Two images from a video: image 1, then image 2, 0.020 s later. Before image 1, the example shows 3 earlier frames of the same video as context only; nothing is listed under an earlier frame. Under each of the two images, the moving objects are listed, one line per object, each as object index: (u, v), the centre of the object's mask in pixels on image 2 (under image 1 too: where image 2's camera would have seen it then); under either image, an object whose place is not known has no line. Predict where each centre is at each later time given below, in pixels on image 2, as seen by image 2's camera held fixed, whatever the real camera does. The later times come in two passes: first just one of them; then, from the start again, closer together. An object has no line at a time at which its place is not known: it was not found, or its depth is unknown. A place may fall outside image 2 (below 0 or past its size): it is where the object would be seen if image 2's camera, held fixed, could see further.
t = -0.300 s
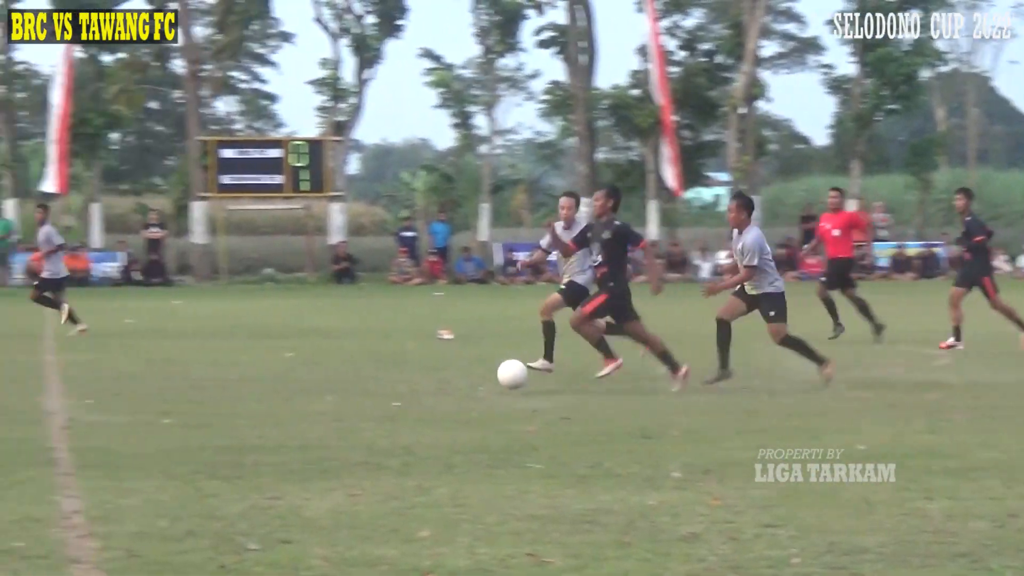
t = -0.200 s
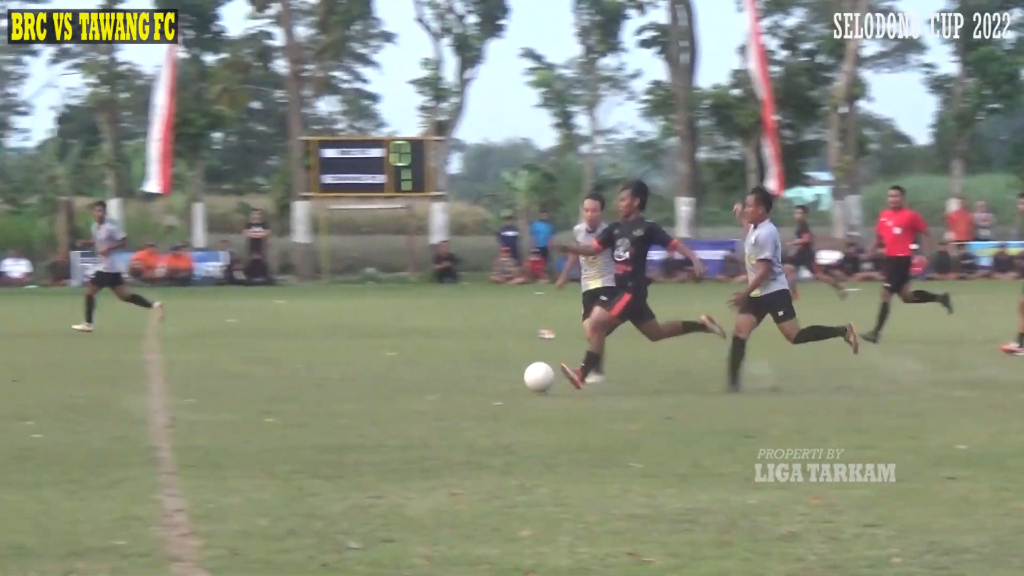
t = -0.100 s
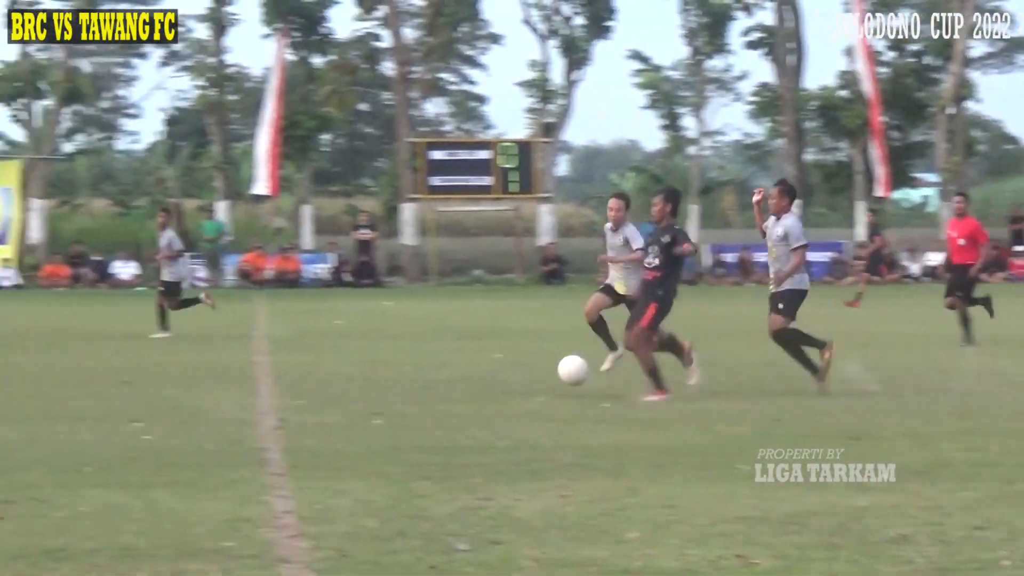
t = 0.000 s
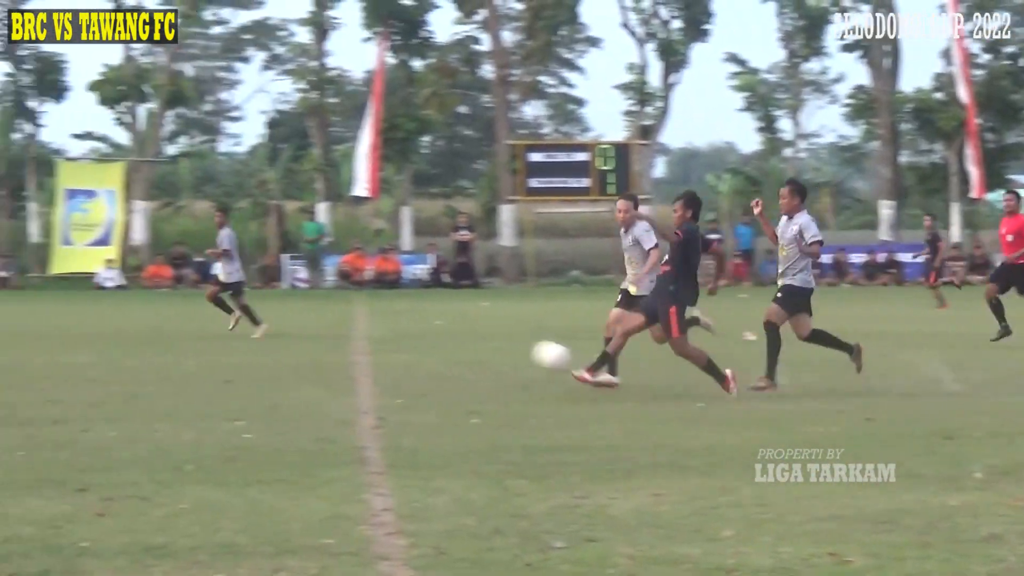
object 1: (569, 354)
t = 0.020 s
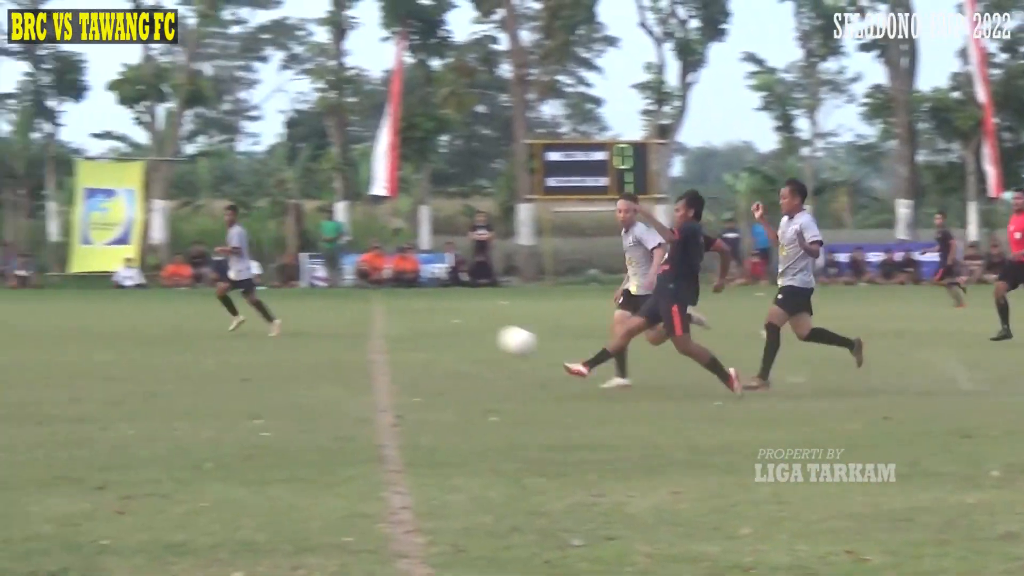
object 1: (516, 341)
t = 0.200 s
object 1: (31, 246)
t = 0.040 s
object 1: (464, 328)
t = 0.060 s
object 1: (411, 316)
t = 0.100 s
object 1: (305, 293)
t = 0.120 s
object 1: (251, 282)
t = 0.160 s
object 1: (144, 264)
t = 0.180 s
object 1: (86, 256)
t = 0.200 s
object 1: (31, 246)
